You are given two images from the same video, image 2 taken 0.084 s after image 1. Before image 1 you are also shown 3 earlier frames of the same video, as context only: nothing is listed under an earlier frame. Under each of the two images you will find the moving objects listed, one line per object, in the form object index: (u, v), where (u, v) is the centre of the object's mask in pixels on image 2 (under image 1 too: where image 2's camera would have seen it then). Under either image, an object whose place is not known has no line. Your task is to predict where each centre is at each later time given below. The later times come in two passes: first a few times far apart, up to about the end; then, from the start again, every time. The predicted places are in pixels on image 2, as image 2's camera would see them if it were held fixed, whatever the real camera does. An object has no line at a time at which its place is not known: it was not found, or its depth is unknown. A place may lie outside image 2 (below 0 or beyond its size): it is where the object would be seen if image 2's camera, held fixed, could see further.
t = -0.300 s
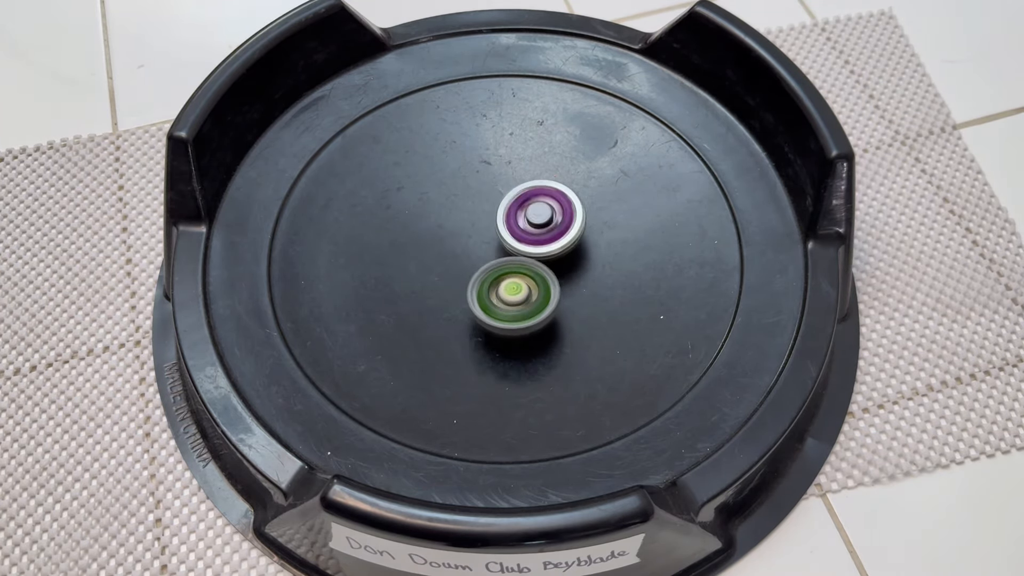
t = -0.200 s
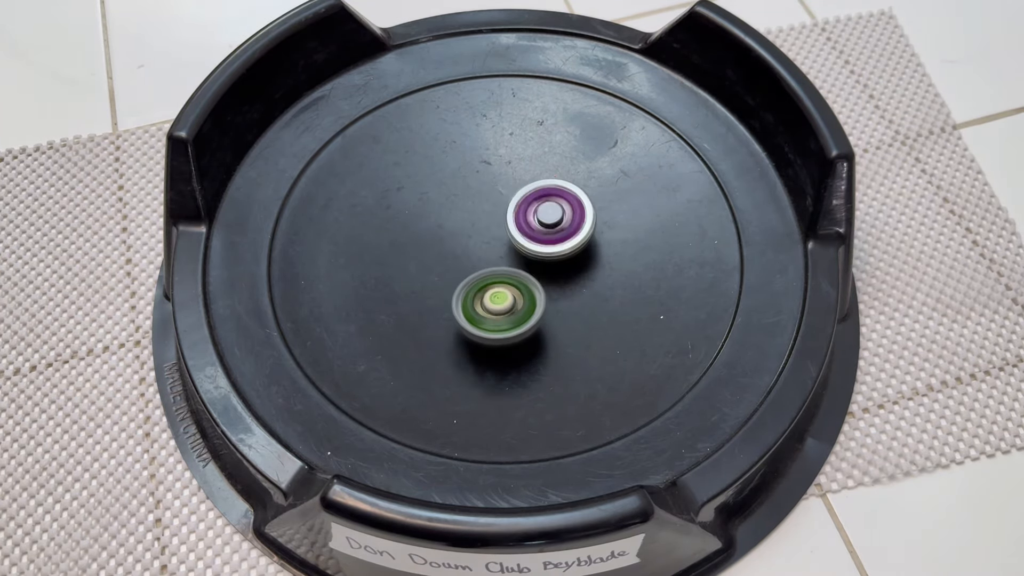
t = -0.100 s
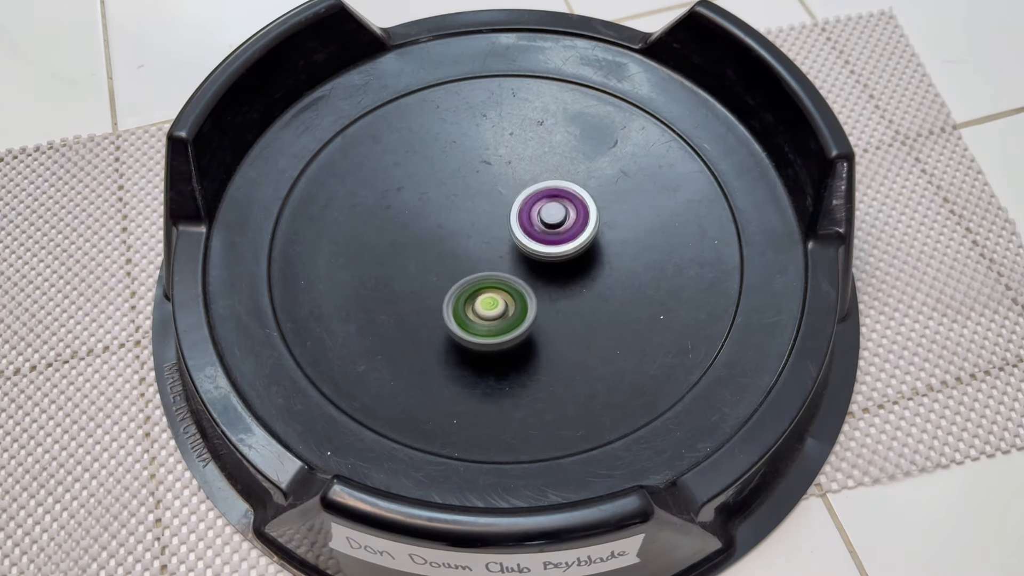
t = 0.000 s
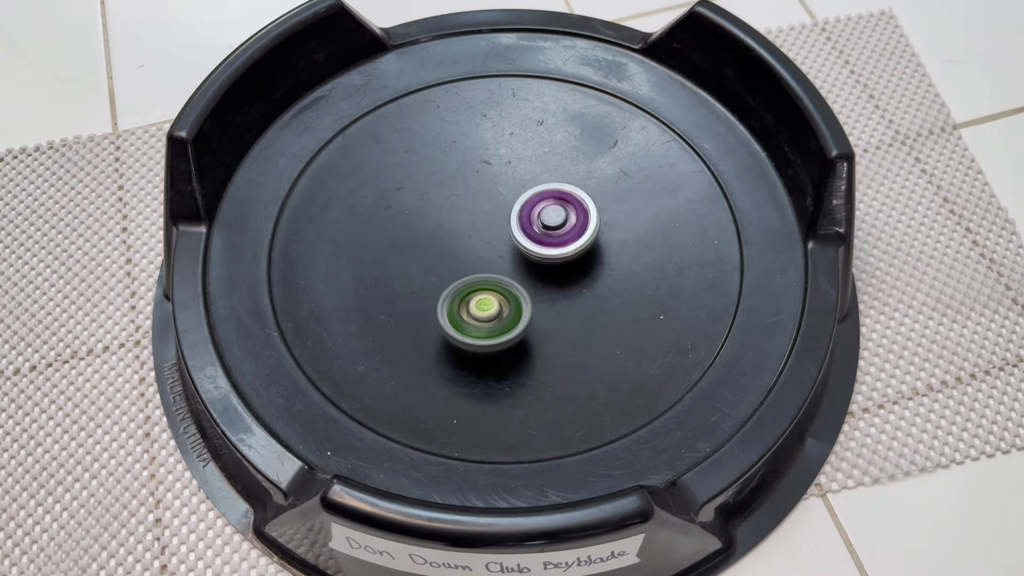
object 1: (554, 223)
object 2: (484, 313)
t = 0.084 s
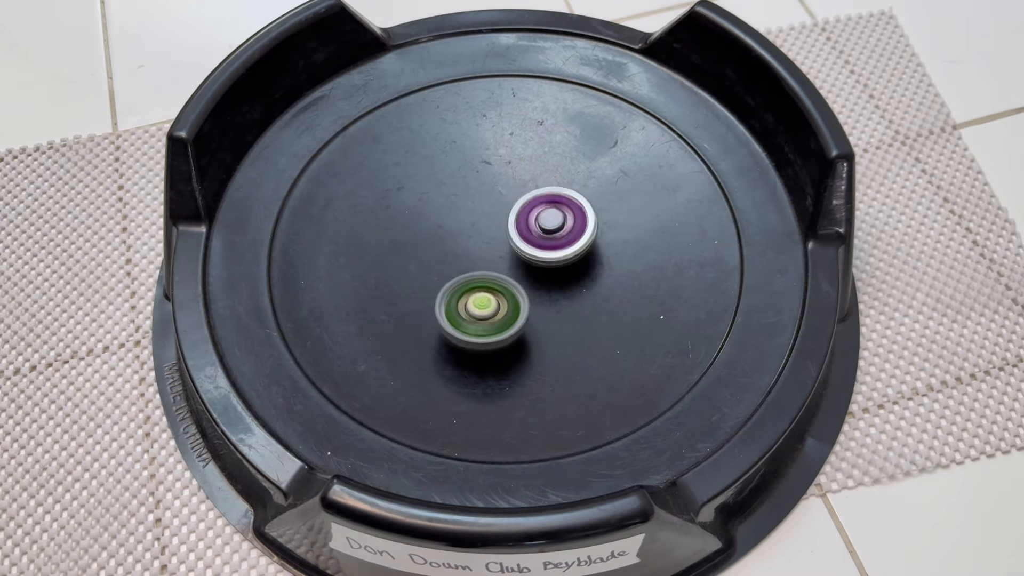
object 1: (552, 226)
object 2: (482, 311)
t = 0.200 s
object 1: (545, 234)
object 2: (479, 303)
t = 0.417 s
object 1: (544, 231)
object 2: (446, 298)
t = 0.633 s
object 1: (529, 230)
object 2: (432, 280)
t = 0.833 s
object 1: (521, 232)
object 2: (412, 259)
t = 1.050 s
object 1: (516, 232)
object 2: (405, 241)
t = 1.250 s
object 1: (510, 239)
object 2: (417, 224)
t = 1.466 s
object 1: (513, 249)
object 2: (435, 199)
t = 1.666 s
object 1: (514, 256)
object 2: (454, 177)
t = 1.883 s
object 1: (514, 259)
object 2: (481, 164)
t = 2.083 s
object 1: (510, 257)
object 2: (506, 162)
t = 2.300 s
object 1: (498, 251)
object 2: (529, 171)
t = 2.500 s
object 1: (487, 247)
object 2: (550, 190)
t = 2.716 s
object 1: (477, 249)
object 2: (572, 215)
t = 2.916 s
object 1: (479, 248)
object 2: (580, 241)
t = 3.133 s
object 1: (487, 240)
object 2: (578, 270)
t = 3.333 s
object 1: (492, 232)
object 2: (566, 289)
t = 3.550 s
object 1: (498, 227)
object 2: (546, 298)
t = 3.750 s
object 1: (503, 224)
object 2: (519, 301)
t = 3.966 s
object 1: (506, 223)
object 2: (486, 298)
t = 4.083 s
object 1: (511, 214)
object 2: (466, 300)
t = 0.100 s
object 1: (551, 227)
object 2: (481, 310)
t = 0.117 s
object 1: (550, 228)
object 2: (481, 309)
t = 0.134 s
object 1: (549, 229)
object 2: (481, 308)
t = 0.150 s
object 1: (548, 230)
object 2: (480, 307)
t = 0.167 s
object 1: (547, 231)
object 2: (479, 305)
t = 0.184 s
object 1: (546, 233)
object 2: (479, 304)
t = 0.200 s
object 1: (545, 234)
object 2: (479, 303)
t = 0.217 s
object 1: (544, 235)
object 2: (478, 301)
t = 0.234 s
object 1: (542, 236)
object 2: (478, 300)
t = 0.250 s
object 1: (541, 237)
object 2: (478, 298)
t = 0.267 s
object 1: (540, 238)
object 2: (477, 297)
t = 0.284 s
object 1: (544, 236)
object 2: (471, 299)
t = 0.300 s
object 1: (546, 234)
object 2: (464, 301)
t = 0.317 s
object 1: (547, 234)
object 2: (460, 301)
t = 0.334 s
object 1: (547, 233)
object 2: (456, 301)
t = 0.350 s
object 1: (547, 233)
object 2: (453, 300)
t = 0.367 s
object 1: (546, 232)
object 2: (451, 300)
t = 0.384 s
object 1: (546, 232)
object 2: (449, 299)
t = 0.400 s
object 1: (545, 231)
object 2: (447, 298)
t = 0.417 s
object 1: (544, 231)
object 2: (446, 298)
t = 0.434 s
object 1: (544, 230)
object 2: (444, 296)
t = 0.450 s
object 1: (543, 230)
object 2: (443, 296)
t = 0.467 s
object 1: (542, 230)
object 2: (441, 295)
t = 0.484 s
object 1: (541, 230)
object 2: (440, 293)
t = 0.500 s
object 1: (539, 230)
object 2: (438, 292)
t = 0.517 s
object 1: (538, 229)
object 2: (437, 291)
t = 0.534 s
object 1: (537, 229)
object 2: (436, 290)
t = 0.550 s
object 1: (536, 229)
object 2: (435, 288)
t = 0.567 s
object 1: (534, 229)
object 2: (434, 287)
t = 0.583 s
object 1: (533, 229)
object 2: (433, 285)
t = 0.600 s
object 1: (532, 229)
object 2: (433, 283)
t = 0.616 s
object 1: (530, 230)
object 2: (432, 282)
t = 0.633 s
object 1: (529, 230)
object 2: (432, 280)
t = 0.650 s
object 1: (527, 230)
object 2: (431, 278)
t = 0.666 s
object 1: (525, 231)
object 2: (431, 276)
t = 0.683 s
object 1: (523, 231)
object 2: (430, 274)
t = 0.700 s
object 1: (521, 232)
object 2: (429, 273)
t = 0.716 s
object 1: (520, 232)
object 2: (429, 270)
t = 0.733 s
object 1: (517, 233)
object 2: (429, 268)
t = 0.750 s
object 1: (515, 233)
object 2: (429, 266)
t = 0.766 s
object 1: (515, 234)
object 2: (427, 265)
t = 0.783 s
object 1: (519, 233)
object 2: (421, 263)
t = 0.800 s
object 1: (521, 233)
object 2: (416, 262)
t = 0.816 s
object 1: (521, 233)
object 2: (414, 260)
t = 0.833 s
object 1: (521, 232)
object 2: (412, 259)
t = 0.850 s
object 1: (521, 232)
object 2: (410, 257)
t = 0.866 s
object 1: (521, 232)
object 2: (409, 256)
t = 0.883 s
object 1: (521, 232)
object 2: (408, 254)
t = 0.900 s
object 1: (521, 232)
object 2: (407, 253)
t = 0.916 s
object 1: (520, 231)
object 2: (406, 251)
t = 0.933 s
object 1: (520, 231)
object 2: (405, 250)
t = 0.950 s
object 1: (520, 231)
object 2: (405, 248)
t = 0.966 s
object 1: (519, 231)
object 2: (404, 247)
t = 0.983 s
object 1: (519, 231)
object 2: (404, 246)
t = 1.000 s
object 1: (518, 232)
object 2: (404, 244)
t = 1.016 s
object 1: (518, 232)
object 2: (404, 243)
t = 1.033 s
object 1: (517, 232)
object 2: (404, 242)
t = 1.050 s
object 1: (516, 232)
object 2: (405, 241)
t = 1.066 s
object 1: (516, 232)
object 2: (405, 239)
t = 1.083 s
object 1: (515, 233)
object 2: (406, 239)
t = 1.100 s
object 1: (515, 233)
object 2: (407, 237)
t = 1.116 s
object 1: (514, 234)
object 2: (408, 236)
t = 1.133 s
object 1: (513, 234)
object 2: (409, 235)
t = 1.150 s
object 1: (512, 235)
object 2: (410, 234)
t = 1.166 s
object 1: (512, 235)
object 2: (411, 232)
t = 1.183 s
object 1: (511, 236)
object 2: (413, 231)
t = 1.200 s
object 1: (510, 237)
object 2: (414, 230)
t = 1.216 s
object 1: (509, 237)
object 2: (416, 228)
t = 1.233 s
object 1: (510, 238)
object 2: (417, 226)
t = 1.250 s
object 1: (510, 239)
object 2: (417, 224)
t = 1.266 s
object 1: (510, 240)
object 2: (419, 222)
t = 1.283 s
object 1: (510, 241)
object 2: (420, 220)
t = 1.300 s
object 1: (510, 241)
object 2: (421, 218)
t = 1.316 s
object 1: (510, 242)
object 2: (423, 217)
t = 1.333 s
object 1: (511, 243)
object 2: (424, 214)
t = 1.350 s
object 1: (511, 244)
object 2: (425, 212)
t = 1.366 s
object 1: (511, 245)
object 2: (426, 211)
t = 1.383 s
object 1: (512, 246)
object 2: (428, 209)
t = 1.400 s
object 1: (512, 246)
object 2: (429, 206)
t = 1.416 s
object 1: (512, 247)
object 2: (430, 204)
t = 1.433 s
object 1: (513, 248)
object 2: (432, 203)
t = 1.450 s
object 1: (513, 248)
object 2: (433, 201)
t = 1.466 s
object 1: (513, 249)
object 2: (435, 199)
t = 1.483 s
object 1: (513, 250)
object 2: (436, 197)
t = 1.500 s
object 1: (513, 250)
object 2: (438, 195)
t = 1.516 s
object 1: (514, 251)
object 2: (439, 193)
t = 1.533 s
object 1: (514, 252)
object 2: (441, 191)
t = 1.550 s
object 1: (514, 252)
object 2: (442, 189)
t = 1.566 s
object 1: (514, 253)
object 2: (444, 187)
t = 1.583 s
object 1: (514, 253)
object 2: (445, 185)
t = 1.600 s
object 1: (514, 254)
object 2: (447, 184)
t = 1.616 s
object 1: (514, 254)
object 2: (449, 182)
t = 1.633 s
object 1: (514, 255)
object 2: (450, 181)
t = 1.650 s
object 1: (514, 255)
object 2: (452, 179)
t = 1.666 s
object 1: (514, 256)
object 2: (454, 177)
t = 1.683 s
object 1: (514, 256)
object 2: (455, 176)
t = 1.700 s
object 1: (514, 256)
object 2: (457, 175)
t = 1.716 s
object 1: (514, 257)
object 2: (459, 174)
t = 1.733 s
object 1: (514, 257)
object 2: (461, 172)
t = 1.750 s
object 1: (514, 258)
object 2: (463, 172)
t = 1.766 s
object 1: (515, 258)
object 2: (465, 170)
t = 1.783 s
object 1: (514, 258)
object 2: (467, 169)
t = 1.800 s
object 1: (515, 259)
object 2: (469, 169)
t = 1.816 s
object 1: (514, 259)
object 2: (472, 168)
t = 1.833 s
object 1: (514, 259)
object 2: (474, 167)
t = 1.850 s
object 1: (514, 259)
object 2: (476, 166)
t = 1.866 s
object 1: (514, 260)
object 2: (478, 165)
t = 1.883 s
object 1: (514, 259)
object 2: (481, 164)
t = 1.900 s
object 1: (514, 260)
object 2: (483, 164)
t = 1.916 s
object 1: (514, 259)
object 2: (485, 164)
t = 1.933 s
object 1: (514, 259)
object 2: (487, 163)
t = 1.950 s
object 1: (514, 259)
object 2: (489, 163)
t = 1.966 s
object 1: (513, 259)
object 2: (491, 163)
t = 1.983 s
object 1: (513, 259)
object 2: (494, 162)
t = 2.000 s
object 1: (513, 259)
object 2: (495, 162)
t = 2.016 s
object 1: (512, 259)
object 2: (498, 162)
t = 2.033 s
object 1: (512, 258)
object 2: (500, 162)
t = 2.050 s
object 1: (511, 258)
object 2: (502, 161)
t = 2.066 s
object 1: (511, 257)
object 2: (504, 161)
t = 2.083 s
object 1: (510, 257)
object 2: (506, 162)
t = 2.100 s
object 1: (509, 256)
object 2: (508, 162)
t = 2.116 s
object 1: (508, 256)
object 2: (509, 162)
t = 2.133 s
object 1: (508, 255)
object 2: (511, 163)
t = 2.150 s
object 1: (507, 255)
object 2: (513, 163)
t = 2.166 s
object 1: (506, 254)
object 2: (515, 164)
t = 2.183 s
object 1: (505, 253)
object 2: (517, 164)
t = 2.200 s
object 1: (504, 253)
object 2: (519, 165)
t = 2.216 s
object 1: (503, 253)
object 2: (520, 165)
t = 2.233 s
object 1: (502, 253)
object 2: (522, 166)
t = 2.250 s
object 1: (501, 252)
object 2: (524, 167)
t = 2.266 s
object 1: (500, 252)
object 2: (525, 168)
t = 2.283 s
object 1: (499, 251)
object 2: (527, 169)
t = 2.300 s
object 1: (498, 251)
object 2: (529, 171)
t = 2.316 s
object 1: (497, 251)
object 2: (531, 172)
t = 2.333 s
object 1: (496, 250)
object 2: (533, 173)
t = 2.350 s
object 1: (495, 250)
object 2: (534, 175)
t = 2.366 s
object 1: (494, 250)
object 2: (536, 176)
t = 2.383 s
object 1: (493, 250)
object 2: (538, 178)
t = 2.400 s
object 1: (492, 249)
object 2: (539, 180)
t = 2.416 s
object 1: (491, 249)
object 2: (541, 181)
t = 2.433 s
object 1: (490, 248)
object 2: (543, 183)
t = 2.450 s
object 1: (490, 248)
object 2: (544, 185)
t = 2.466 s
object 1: (489, 248)
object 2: (546, 186)
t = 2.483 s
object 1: (488, 248)
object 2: (548, 188)
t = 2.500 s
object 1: (487, 247)
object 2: (550, 190)
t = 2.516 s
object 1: (486, 247)
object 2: (551, 192)
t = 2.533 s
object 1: (485, 247)
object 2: (553, 194)
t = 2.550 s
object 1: (483, 247)
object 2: (556, 196)
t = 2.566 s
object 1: (483, 247)
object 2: (558, 198)
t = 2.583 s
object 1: (482, 247)
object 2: (560, 199)
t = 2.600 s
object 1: (481, 248)
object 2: (561, 201)
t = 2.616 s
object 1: (480, 248)
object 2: (563, 203)
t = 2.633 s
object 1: (480, 248)
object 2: (565, 205)
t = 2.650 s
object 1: (479, 248)
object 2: (566, 207)
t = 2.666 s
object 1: (479, 248)
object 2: (568, 209)
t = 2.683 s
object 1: (478, 248)
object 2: (569, 211)
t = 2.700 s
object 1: (478, 249)
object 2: (570, 213)
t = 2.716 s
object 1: (477, 249)
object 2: (572, 215)
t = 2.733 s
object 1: (477, 249)
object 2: (573, 216)
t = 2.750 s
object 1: (477, 249)
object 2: (574, 218)
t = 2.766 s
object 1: (477, 249)
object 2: (575, 221)
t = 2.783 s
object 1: (477, 249)
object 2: (576, 223)
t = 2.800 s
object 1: (477, 249)
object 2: (576, 225)
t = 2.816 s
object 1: (477, 249)
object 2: (577, 227)
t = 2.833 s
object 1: (477, 249)
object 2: (578, 229)
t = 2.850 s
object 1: (478, 249)
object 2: (579, 232)
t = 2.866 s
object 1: (478, 249)
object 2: (579, 234)
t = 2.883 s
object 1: (478, 248)
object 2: (580, 236)
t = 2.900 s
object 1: (478, 248)
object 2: (580, 238)
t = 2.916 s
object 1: (479, 248)
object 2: (580, 241)
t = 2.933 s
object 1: (479, 248)
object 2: (580, 243)
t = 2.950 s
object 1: (480, 247)
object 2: (580, 245)
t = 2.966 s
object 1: (480, 247)
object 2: (580, 247)
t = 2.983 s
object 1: (481, 246)
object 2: (581, 250)
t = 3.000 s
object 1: (481, 246)
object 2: (581, 252)
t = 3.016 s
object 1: (482, 245)
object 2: (580, 254)
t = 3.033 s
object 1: (483, 245)
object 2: (580, 257)
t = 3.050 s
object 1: (483, 244)
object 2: (580, 259)
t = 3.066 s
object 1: (484, 243)
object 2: (580, 261)
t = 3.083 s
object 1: (485, 243)
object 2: (579, 263)
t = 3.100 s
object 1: (485, 242)
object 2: (579, 265)
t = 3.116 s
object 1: (486, 241)
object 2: (578, 267)
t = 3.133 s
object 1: (487, 240)
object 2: (578, 270)
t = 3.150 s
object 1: (487, 240)
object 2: (578, 271)
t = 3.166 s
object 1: (488, 239)
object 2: (576, 273)
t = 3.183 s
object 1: (488, 238)
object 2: (576, 276)
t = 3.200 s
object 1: (489, 237)
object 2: (575, 277)
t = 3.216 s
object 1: (489, 237)
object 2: (574, 279)
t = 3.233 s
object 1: (490, 236)
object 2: (573, 281)
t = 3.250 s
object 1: (490, 235)
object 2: (572, 283)
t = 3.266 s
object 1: (490, 235)
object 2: (571, 284)
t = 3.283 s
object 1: (490, 234)
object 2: (569, 285)
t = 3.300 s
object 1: (491, 233)
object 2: (569, 287)
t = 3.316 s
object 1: (491, 233)
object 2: (567, 288)
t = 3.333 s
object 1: (492, 232)
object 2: (566, 289)
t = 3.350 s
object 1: (492, 231)
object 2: (565, 290)
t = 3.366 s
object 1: (492, 231)
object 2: (563, 291)
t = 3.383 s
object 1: (492, 230)
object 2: (561, 292)
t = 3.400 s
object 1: (493, 230)
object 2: (560, 293)
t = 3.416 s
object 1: (493, 229)
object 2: (559, 294)
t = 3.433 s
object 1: (494, 229)
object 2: (557, 295)
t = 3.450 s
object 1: (494, 229)
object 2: (556, 296)
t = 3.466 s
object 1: (495, 228)
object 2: (554, 296)
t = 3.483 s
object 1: (495, 228)
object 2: (552, 297)
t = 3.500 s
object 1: (496, 228)
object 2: (551, 297)
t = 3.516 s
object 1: (496, 227)
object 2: (549, 298)
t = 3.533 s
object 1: (497, 227)
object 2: (547, 298)
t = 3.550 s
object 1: (498, 227)
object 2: (546, 298)
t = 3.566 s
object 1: (498, 227)
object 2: (544, 298)
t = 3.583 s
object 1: (498, 227)
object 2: (541, 299)
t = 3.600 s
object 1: (499, 227)
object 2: (540, 299)
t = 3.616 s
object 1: (500, 226)
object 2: (537, 299)
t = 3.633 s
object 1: (500, 226)
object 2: (535, 299)
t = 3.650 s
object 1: (501, 226)
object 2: (533, 299)
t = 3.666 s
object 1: (501, 226)
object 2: (530, 300)
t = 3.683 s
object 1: (502, 226)
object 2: (528, 300)
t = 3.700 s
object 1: (502, 225)
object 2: (526, 300)
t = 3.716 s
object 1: (503, 225)
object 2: (524, 301)
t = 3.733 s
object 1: (503, 224)
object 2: (521, 301)
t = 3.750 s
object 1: (503, 224)
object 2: (519, 301)
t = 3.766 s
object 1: (503, 224)
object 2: (516, 301)
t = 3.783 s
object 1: (504, 224)
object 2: (514, 301)
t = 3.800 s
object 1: (504, 223)
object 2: (511, 301)
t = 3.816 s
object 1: (505, 223)
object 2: (508, 301)
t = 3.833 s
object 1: (505, 223)
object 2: (505, 301)
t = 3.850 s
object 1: (505, 223)
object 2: (503, 300)
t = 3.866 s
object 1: (505, 223)
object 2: (500, 300)
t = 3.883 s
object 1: (506, 223)
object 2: (498, 300)
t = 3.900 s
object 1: (506, 223)
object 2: (495, 300)
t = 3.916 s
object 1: (506, 223)
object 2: (493, 299)
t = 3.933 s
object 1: (506, 223)
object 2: (490, 299)
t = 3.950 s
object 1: (506, 223)
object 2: (488, 299)
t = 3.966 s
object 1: (506, 223)
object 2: (486, 298)
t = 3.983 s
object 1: (507, 223)
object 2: (484, 297)
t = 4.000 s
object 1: (508, 220)
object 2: (480, 300)
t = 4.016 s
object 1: (510, 219)
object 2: (477, 302)
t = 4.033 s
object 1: (510, 217)
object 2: (473, 302)
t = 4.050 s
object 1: (511, 216)
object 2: (470, 302)
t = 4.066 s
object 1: (511, 215)
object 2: (468, 301)
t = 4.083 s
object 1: (511, 214)
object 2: (466, 300)
